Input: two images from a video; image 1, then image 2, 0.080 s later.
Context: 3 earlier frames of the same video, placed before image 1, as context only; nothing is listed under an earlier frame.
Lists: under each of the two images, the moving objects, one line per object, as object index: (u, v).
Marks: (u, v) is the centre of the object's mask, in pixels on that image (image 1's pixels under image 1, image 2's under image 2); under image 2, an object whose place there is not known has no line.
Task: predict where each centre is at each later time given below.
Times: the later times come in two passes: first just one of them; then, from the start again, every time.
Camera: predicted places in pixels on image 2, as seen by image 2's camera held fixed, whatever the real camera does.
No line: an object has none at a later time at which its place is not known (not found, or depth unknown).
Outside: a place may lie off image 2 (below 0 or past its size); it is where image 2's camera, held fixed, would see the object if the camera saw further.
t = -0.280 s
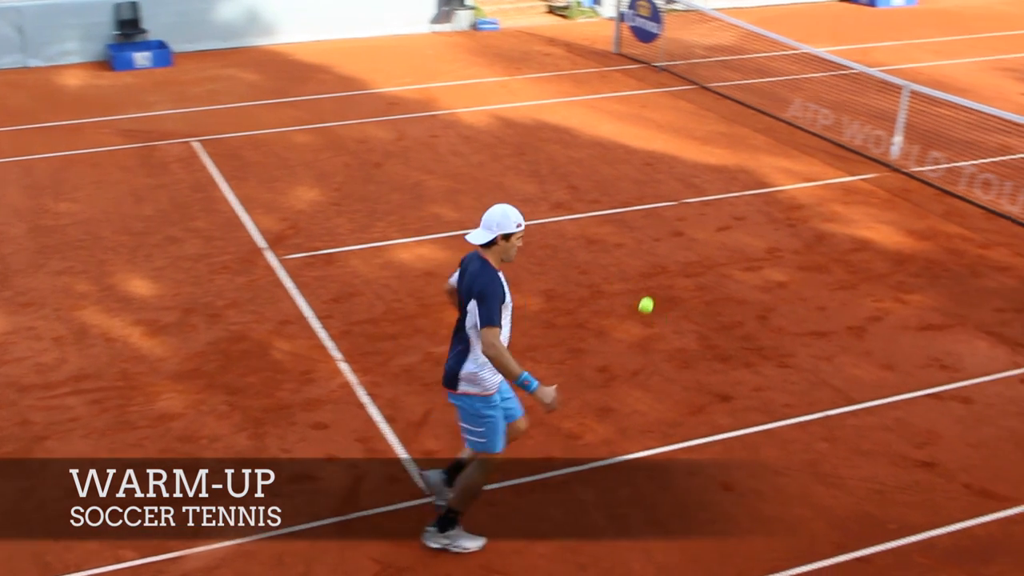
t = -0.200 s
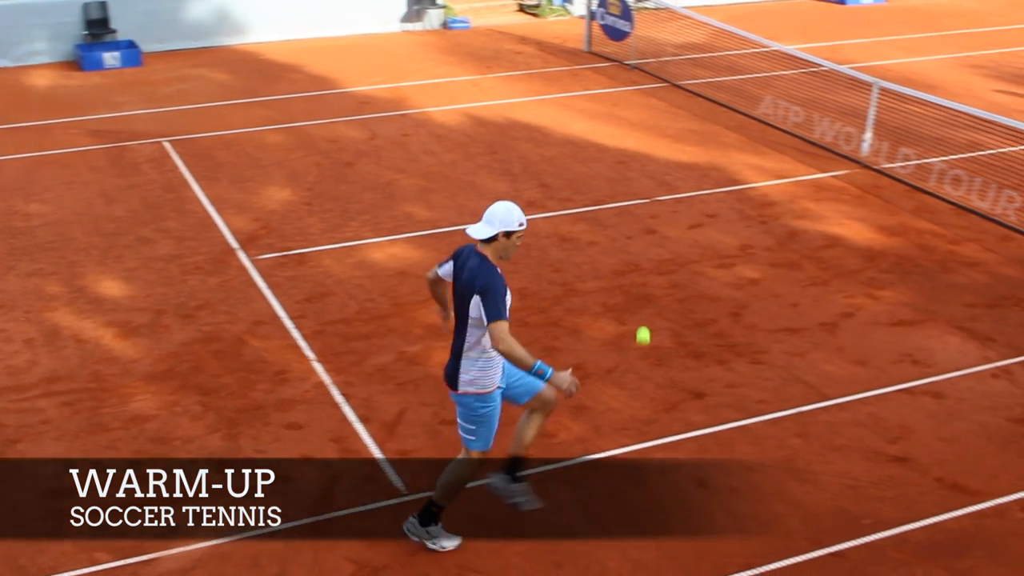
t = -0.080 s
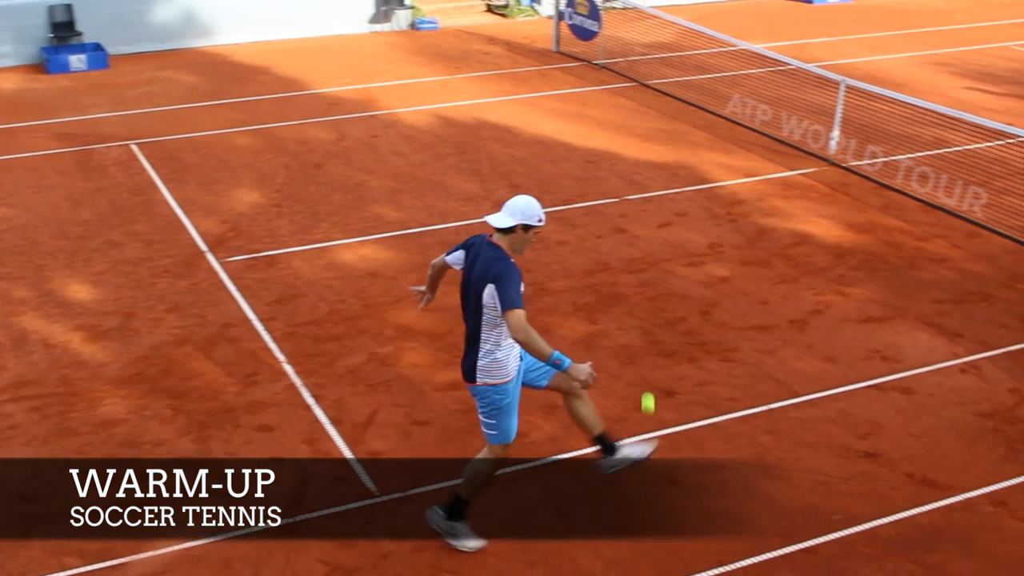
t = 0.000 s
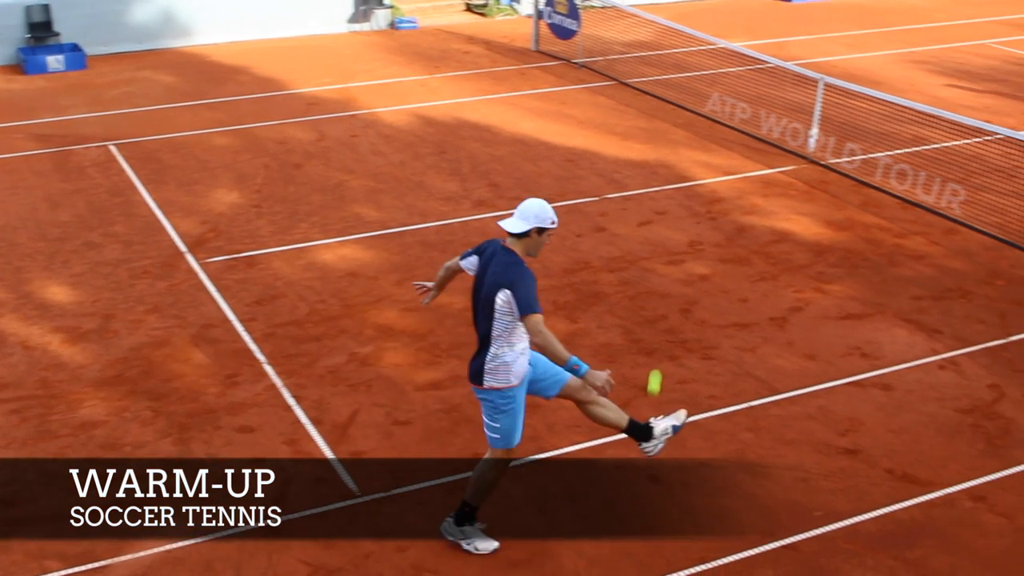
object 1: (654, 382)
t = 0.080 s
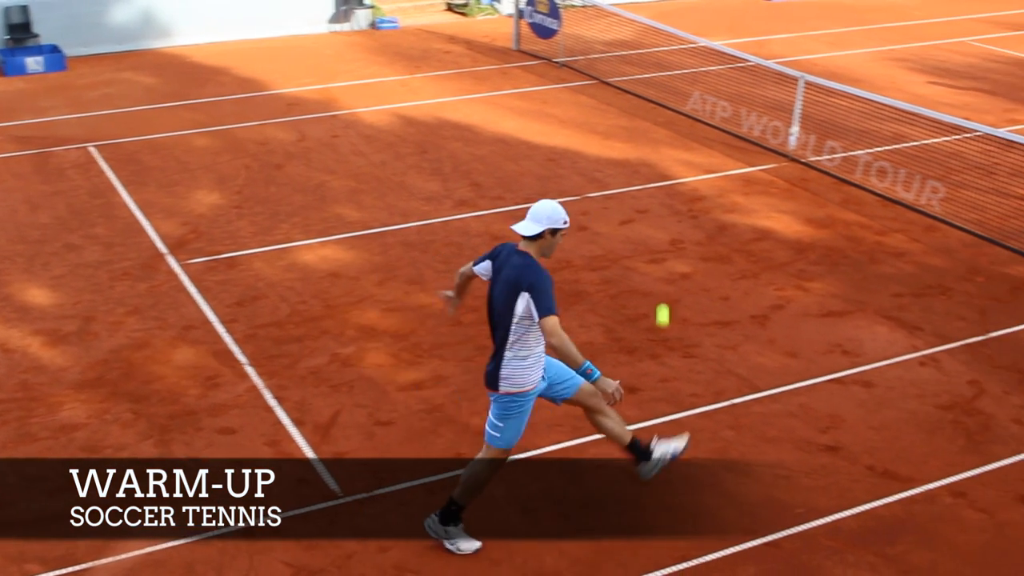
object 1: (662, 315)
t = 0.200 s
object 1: (700, 235)
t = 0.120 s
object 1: (676, 286)
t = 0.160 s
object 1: (688, 259)
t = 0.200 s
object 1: (700, 235)
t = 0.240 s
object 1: (711, 214)
